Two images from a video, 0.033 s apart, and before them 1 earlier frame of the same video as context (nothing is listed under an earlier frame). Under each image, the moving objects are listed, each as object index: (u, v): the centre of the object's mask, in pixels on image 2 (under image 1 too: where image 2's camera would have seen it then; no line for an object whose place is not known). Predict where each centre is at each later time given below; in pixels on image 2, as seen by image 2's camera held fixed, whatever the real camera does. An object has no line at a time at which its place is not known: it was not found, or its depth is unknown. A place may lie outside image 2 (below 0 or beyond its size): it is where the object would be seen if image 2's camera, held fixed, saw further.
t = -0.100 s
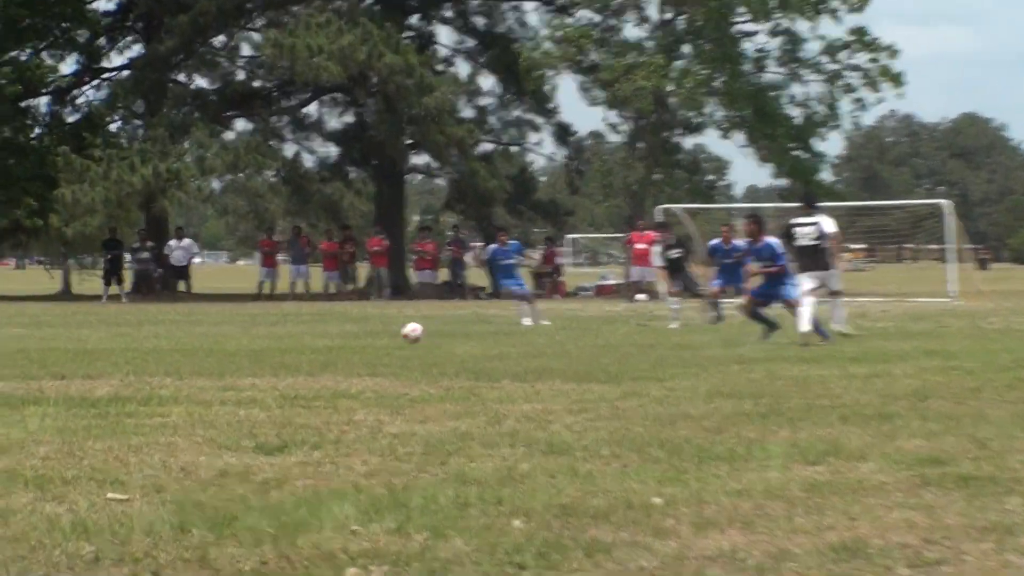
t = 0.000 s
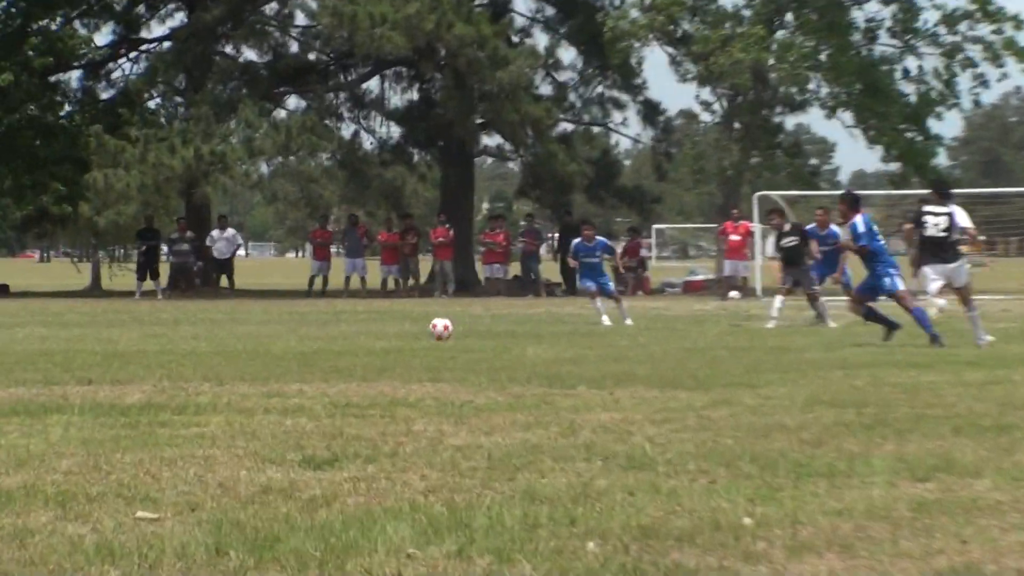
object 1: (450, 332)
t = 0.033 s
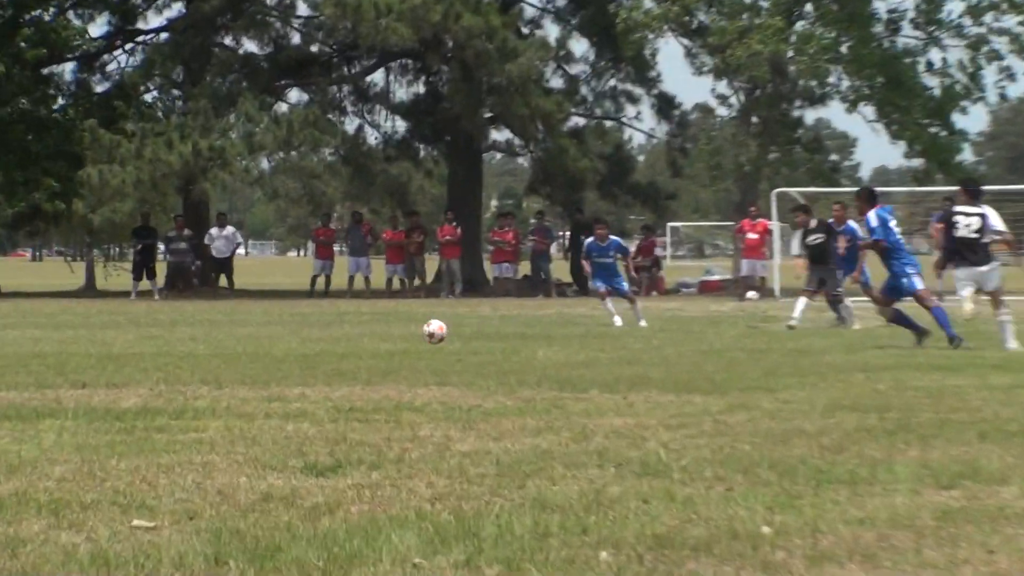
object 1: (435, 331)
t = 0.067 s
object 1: (421, 333)
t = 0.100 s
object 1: (408, 336)
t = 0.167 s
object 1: (385, 339)
